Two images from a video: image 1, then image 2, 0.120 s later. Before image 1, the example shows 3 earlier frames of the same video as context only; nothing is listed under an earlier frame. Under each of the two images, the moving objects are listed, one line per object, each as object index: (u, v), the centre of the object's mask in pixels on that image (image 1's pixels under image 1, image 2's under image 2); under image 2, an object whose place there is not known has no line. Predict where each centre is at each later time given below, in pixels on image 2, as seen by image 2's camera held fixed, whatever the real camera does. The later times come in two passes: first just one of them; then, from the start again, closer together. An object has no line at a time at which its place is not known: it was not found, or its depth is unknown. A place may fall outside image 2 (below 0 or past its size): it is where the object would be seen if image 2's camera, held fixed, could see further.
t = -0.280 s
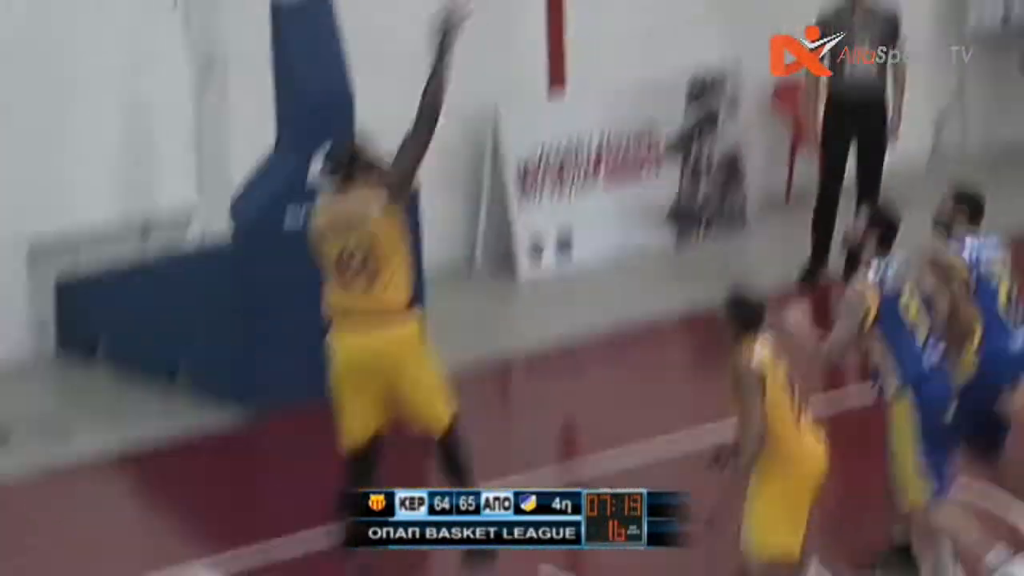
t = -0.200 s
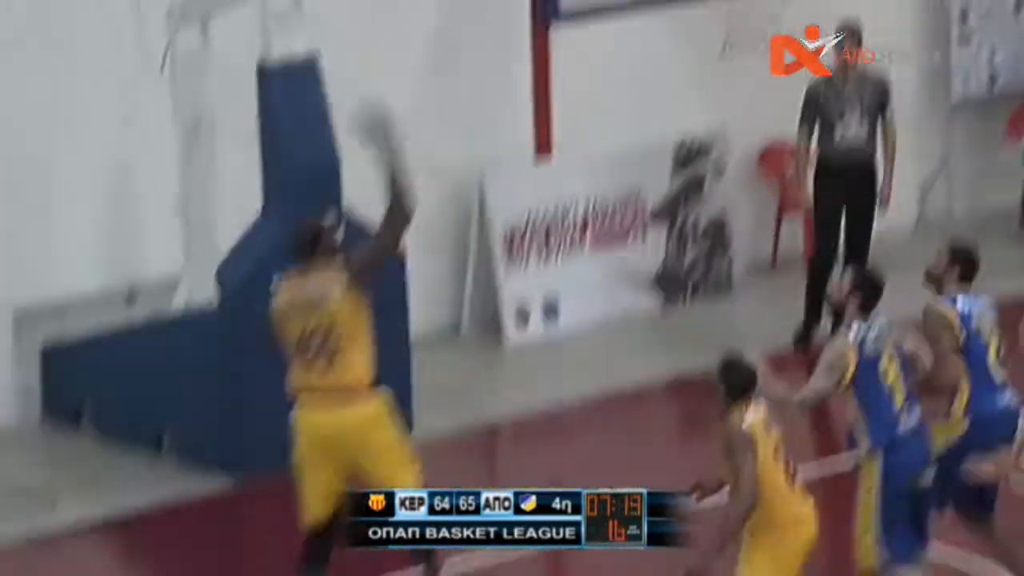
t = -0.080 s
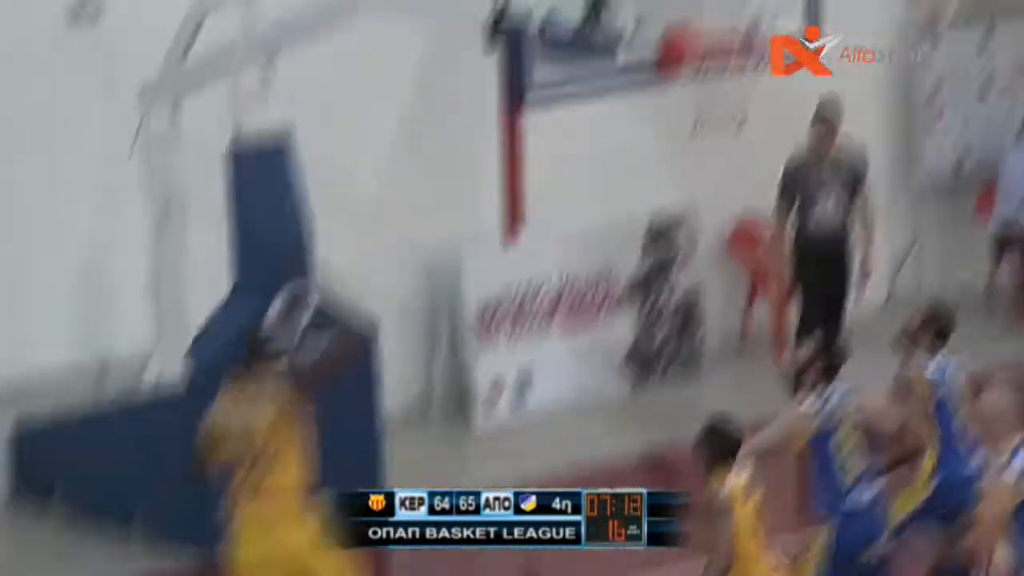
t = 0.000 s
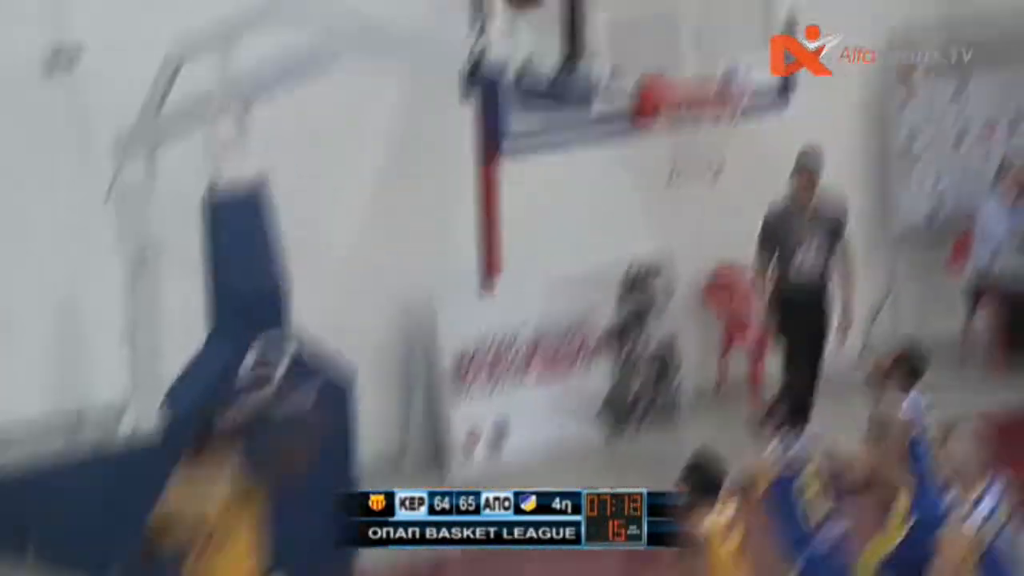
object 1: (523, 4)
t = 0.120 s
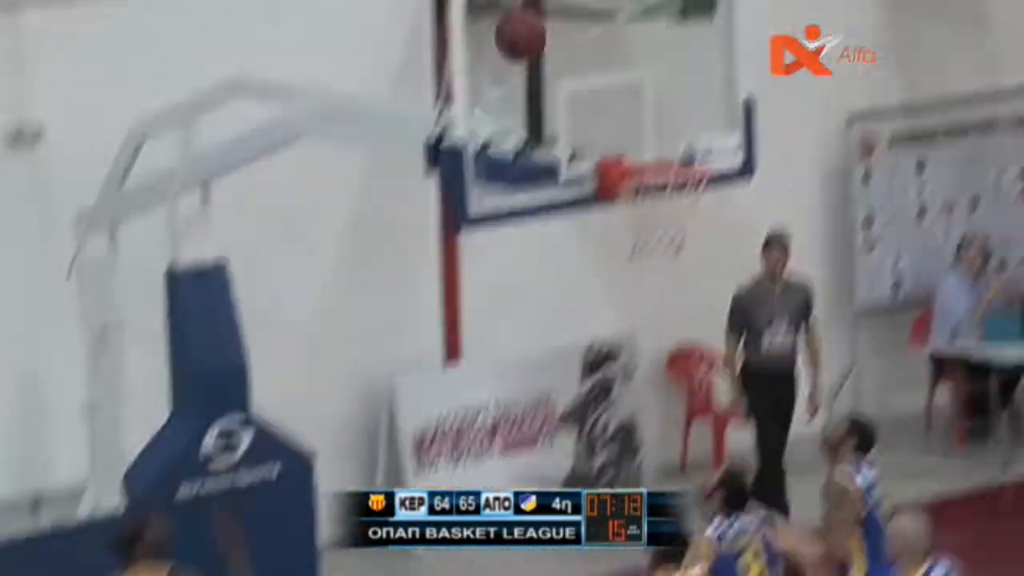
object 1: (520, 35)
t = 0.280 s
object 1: (566, 34)
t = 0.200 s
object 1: (542, 31)
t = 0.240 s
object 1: (557, 33)
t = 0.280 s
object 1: (566, 34)
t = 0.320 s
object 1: (578, 38)
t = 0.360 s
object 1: (589, 43)
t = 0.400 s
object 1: (600, 51)
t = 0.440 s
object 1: (613, 61)
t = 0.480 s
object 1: (625, 72)
